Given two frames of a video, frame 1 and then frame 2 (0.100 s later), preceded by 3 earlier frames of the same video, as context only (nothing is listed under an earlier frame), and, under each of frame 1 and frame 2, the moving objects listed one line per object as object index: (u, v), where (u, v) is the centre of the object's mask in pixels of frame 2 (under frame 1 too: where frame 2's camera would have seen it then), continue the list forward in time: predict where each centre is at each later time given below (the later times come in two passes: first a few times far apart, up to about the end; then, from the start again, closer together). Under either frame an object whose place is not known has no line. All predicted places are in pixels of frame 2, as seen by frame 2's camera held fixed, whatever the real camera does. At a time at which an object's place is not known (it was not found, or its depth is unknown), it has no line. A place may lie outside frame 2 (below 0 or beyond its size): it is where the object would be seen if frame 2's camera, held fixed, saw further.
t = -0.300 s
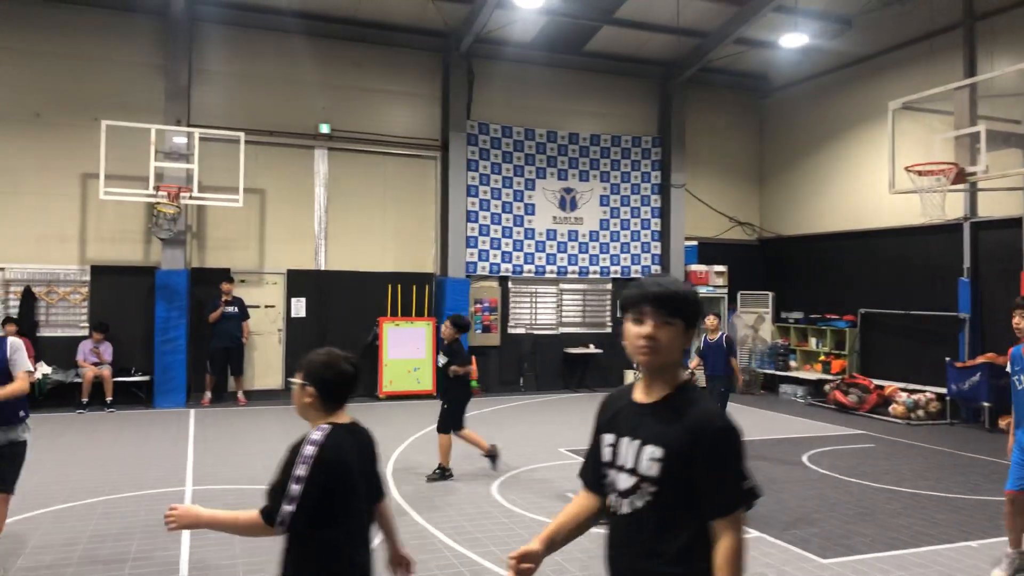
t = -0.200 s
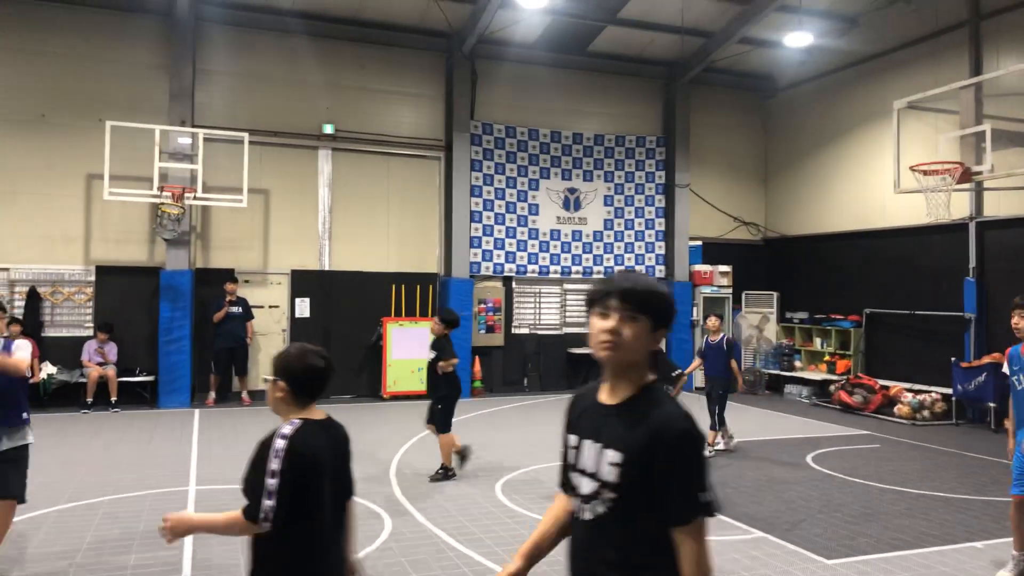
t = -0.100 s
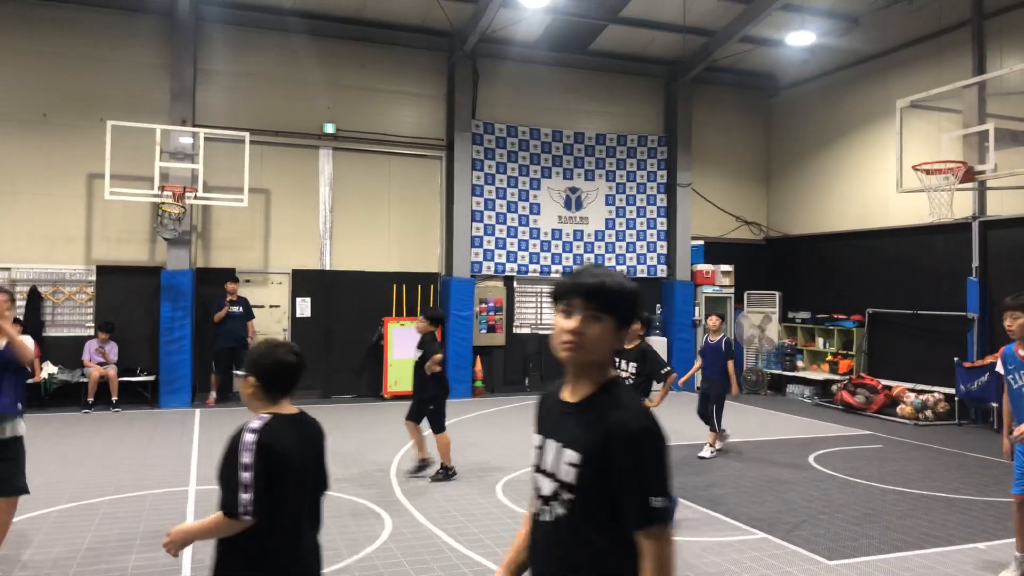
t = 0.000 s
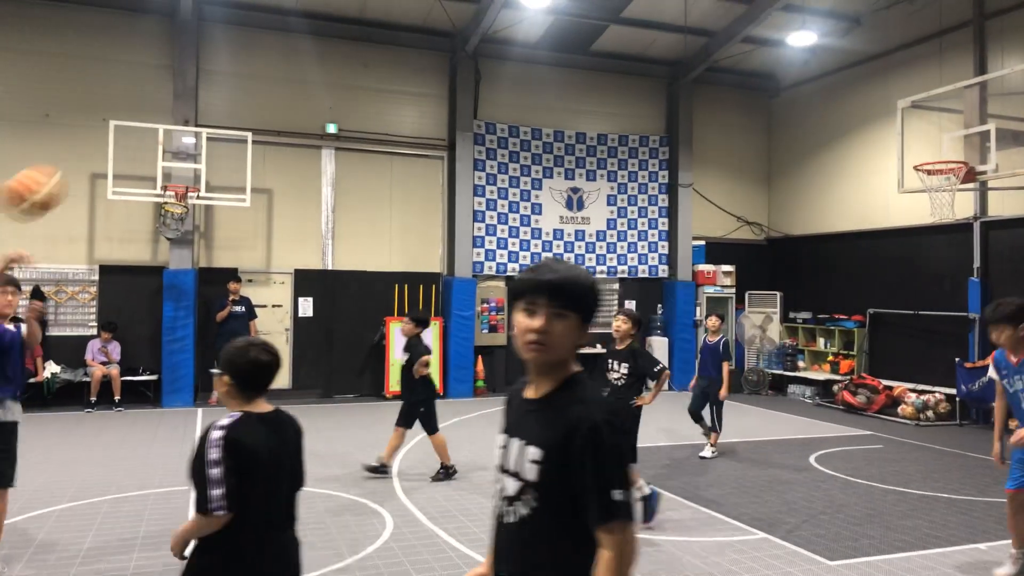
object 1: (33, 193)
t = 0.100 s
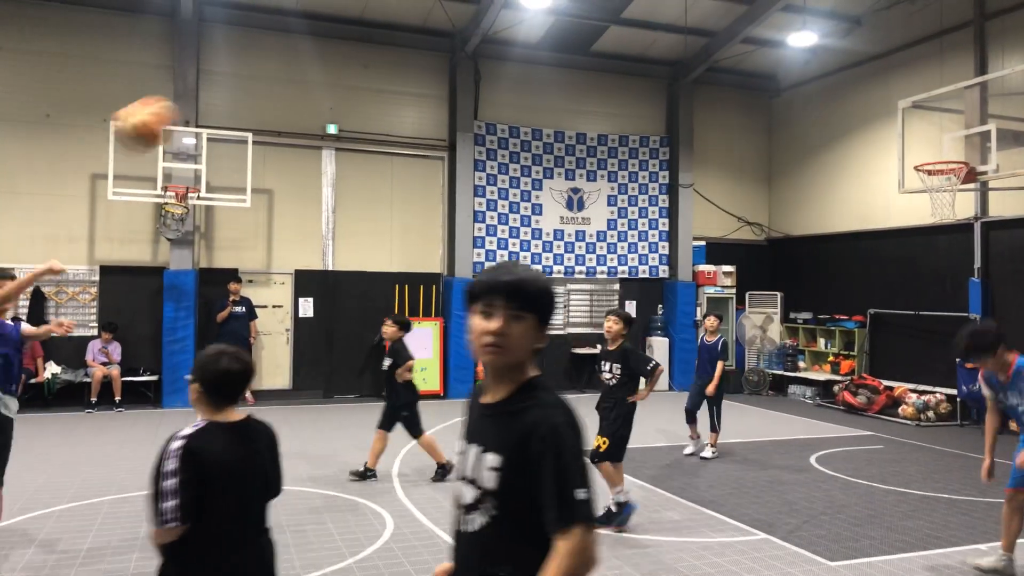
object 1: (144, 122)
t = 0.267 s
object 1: (341, 44)
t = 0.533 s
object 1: (700, 26)
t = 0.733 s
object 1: (1003, 119)
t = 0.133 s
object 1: (183, 102)
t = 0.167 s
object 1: (223, 86)
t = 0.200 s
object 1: (263, 70)
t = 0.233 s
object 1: (301, 56)
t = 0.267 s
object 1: (341, 44)
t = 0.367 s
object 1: (466, 23)
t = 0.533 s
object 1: (700, 26)
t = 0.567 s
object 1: (744, 34)
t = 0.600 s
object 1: (801, 46)
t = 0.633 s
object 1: (854, 61)
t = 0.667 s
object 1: (902, 75)
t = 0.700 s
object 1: (961, 97)
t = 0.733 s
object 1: (1003, 119)
